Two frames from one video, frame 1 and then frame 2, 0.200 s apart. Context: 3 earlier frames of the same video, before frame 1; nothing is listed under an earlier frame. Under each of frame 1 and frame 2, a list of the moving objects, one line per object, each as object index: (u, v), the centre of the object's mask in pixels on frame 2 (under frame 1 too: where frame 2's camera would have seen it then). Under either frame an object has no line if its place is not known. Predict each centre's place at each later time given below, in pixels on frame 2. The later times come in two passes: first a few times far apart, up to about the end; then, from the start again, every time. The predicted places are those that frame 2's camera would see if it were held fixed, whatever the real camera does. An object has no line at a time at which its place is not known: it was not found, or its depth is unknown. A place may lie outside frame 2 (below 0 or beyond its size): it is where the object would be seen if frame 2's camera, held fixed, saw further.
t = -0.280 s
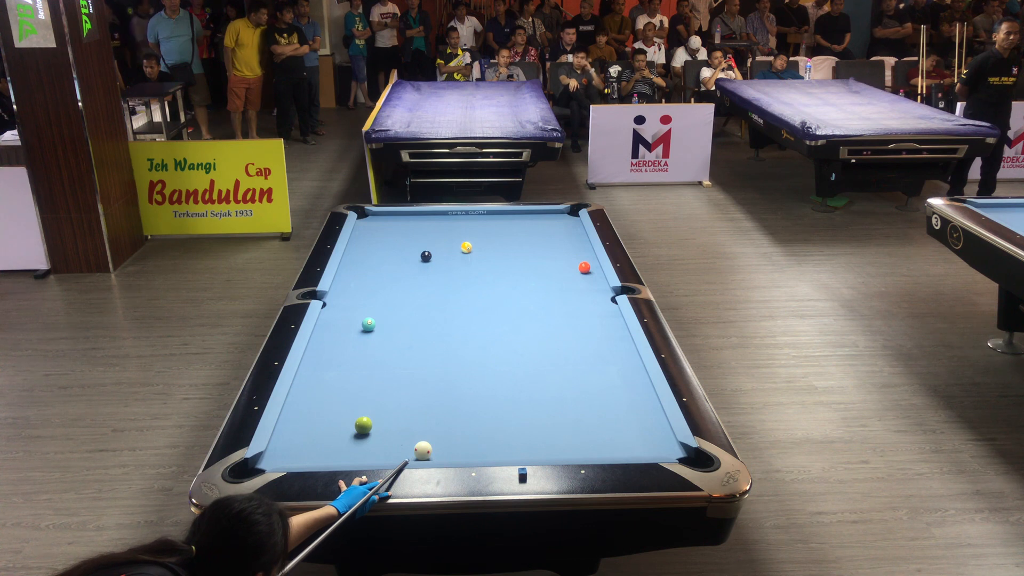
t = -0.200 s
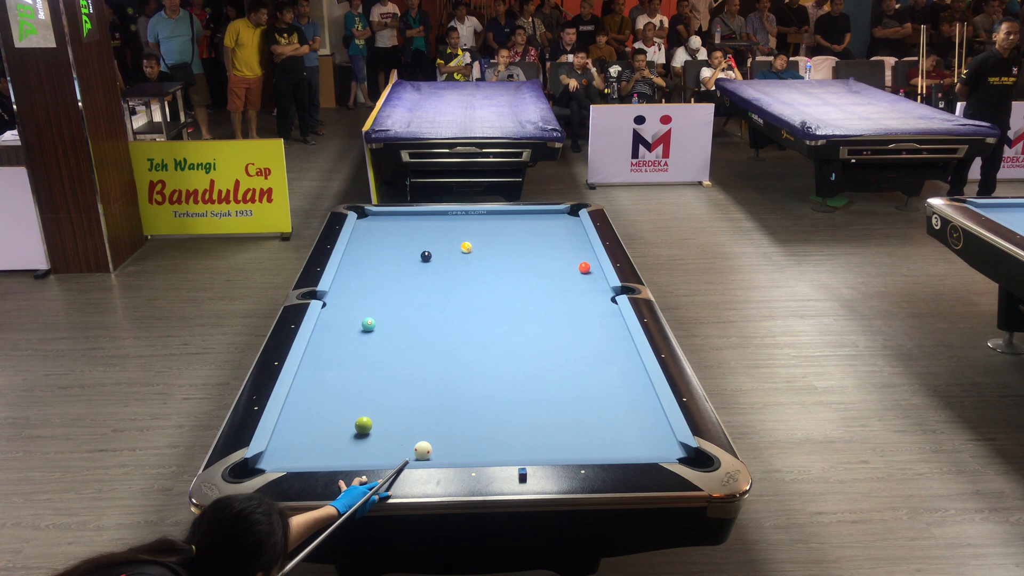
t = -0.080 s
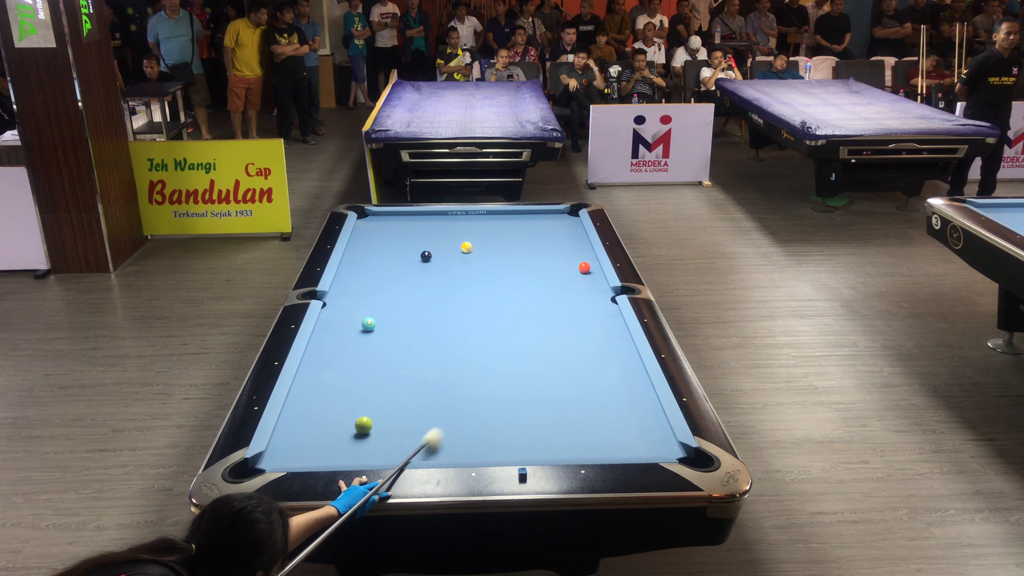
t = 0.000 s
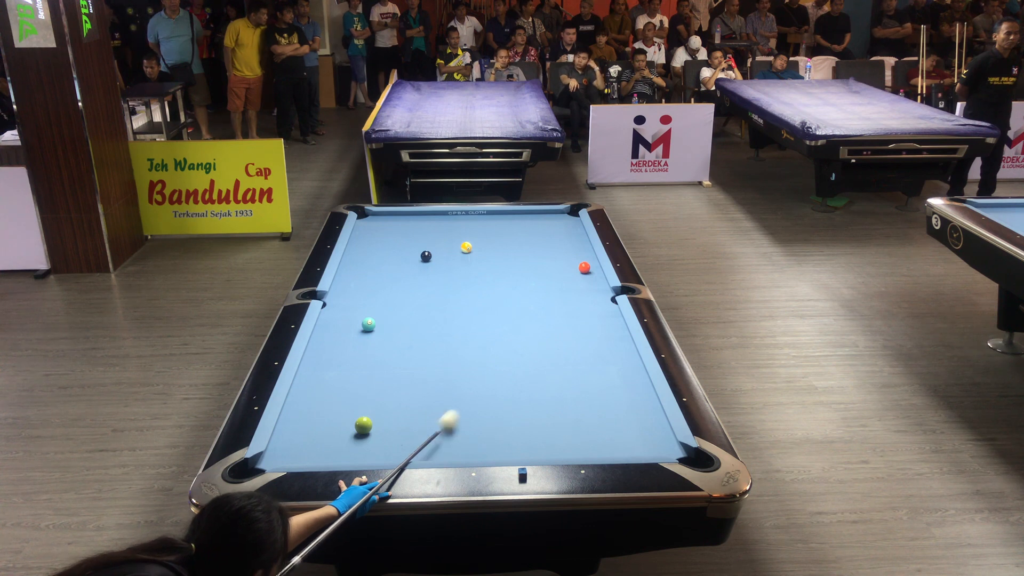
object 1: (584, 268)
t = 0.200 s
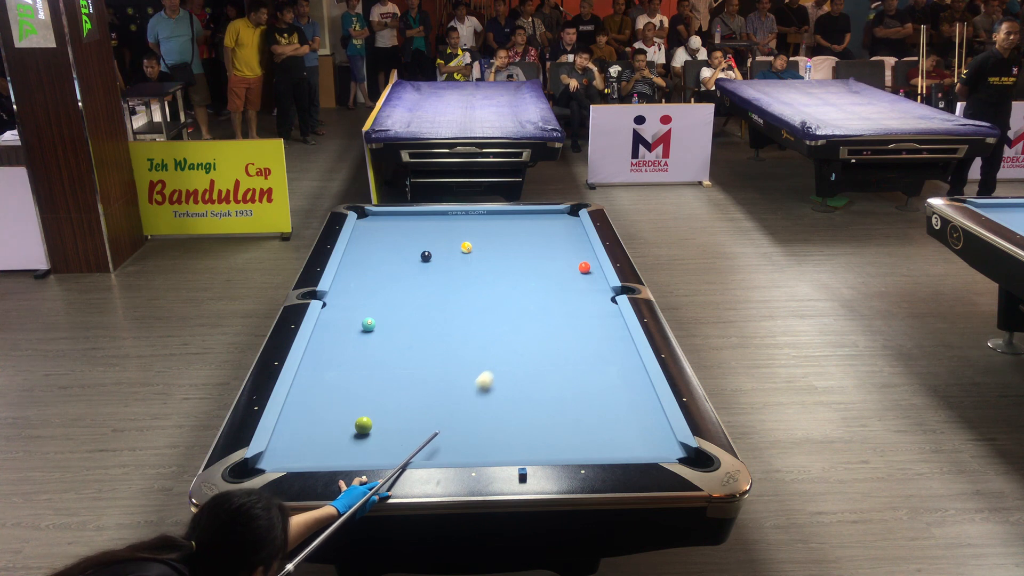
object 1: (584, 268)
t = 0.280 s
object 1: (584, 268)
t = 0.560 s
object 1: (584, 268)
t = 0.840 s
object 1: (584, 268)
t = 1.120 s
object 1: (586, 261)
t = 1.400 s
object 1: (584, 246)
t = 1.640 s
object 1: (575, 236)
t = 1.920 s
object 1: (566, 225)
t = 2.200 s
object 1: (558, 216)
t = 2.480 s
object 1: (553, 213)
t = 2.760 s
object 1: (552, 218)
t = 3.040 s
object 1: (550, 222)
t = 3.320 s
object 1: (549, 225)
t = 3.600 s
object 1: (547, 229)
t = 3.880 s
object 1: (546, 232)
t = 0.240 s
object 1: (584, 268)
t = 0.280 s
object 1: (584, 268)
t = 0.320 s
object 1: (584, 268)
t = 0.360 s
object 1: (584, 268)
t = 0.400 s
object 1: (584, 268)
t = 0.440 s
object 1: (584, 268)
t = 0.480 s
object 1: (584, 268)
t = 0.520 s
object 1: (584, 268)
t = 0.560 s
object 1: (584, 268)
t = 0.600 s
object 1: (584, 268)
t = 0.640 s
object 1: (584, 268)
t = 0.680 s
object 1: (584, 268)
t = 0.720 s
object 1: (584, 268)
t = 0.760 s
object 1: (584, 268)
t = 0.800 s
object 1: (584, 268)
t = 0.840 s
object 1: (584, 268)
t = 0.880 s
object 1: (584, 268)
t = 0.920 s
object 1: (584, 268)
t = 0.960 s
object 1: (584, 268)
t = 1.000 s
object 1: (585, 267)
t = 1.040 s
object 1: (585, 265)
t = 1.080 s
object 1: (585, 263)
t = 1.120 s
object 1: (586, 261)
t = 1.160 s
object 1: (587, 258)
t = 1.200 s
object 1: (588, 256)
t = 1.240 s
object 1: (589, 254)
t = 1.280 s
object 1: (589, 251)
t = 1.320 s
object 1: (587, 250)
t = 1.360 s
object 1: (585, 248)
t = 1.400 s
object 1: (584, 246)
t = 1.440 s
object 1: (583, 244)
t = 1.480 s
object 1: (581, 243)
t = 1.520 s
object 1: (580, 241)
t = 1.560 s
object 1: (578, 239)
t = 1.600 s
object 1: (577, 238)
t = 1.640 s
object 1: (575, 236)
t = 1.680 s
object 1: (574, 235)
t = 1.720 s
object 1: (573, 233)
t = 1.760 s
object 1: (571, 232)
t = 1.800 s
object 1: (570, 230)
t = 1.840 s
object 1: (569, 229)
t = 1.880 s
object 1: (568, 227)
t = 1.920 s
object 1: (566, 225)
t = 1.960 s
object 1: (565, 224)
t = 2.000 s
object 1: (564, 223)
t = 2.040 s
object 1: (563, 221)
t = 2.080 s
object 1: (561, 220)
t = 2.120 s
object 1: (560, 219)
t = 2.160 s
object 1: (559, 217)
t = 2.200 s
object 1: (558, 216)
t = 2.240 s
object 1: (557, 215)
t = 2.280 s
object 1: (556, 214)
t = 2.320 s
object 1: (555, 213)
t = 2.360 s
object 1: (554, 212)
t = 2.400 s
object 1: (554, 212)
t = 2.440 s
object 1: (553, 213)
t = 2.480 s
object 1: (553, 213)
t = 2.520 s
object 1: (553, 214)
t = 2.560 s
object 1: (553, 215)
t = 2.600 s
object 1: (553, 216)
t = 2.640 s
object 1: (552, 216)
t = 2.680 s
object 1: (552, 217)
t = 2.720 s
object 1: (552, 217)
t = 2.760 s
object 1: (552, 218)
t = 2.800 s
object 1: (552, 218)
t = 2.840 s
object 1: (551, 219)
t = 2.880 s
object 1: (551, 220)
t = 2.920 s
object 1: (551, 220)
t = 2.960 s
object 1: (550, 221)
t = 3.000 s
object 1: (550, 221)
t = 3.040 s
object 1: (550, 222)
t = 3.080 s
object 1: (550, 222)
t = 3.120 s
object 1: (549, 223)
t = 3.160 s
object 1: (549, 223)
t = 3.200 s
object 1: (549, 224)
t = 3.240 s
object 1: (549, 225)
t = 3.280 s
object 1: (549, 225)
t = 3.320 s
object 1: (549, 225)
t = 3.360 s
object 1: (549, 226)
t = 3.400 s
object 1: (548, 226)
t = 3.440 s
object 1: (548, 227)
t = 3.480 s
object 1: (548, 228)
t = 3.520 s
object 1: (548, 228)
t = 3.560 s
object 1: (547, 228)
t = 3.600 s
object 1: (547, 229)
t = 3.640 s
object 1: (547, 229)
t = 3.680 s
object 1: (547, 230)
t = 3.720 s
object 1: (547, 230)
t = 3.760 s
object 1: (547, 231)
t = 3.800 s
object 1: (546, 231)
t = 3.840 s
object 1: (546, 231)
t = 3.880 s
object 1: (546, 232)
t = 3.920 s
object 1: (546, 232)
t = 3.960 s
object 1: (546, 233)
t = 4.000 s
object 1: (546, 233)
